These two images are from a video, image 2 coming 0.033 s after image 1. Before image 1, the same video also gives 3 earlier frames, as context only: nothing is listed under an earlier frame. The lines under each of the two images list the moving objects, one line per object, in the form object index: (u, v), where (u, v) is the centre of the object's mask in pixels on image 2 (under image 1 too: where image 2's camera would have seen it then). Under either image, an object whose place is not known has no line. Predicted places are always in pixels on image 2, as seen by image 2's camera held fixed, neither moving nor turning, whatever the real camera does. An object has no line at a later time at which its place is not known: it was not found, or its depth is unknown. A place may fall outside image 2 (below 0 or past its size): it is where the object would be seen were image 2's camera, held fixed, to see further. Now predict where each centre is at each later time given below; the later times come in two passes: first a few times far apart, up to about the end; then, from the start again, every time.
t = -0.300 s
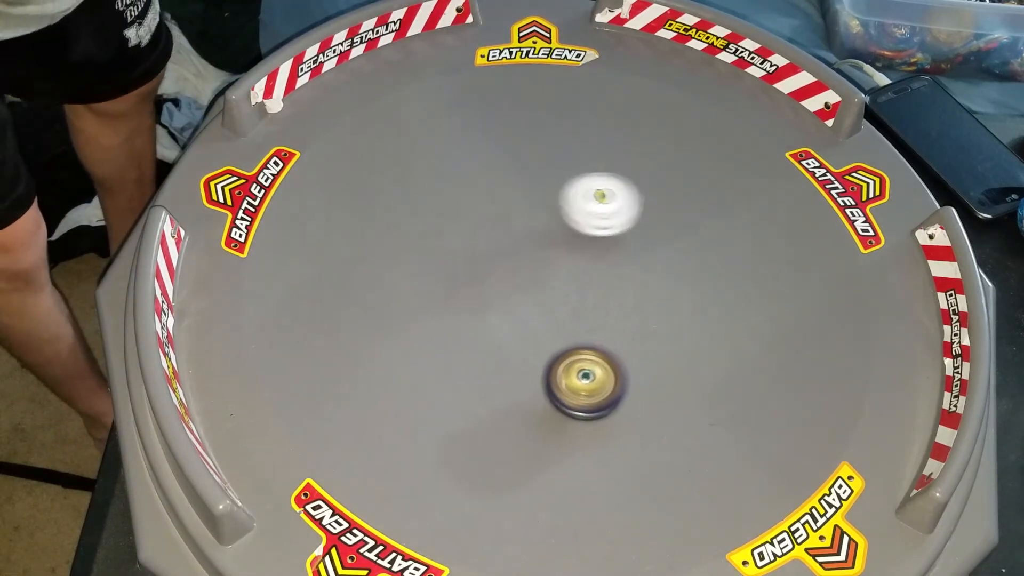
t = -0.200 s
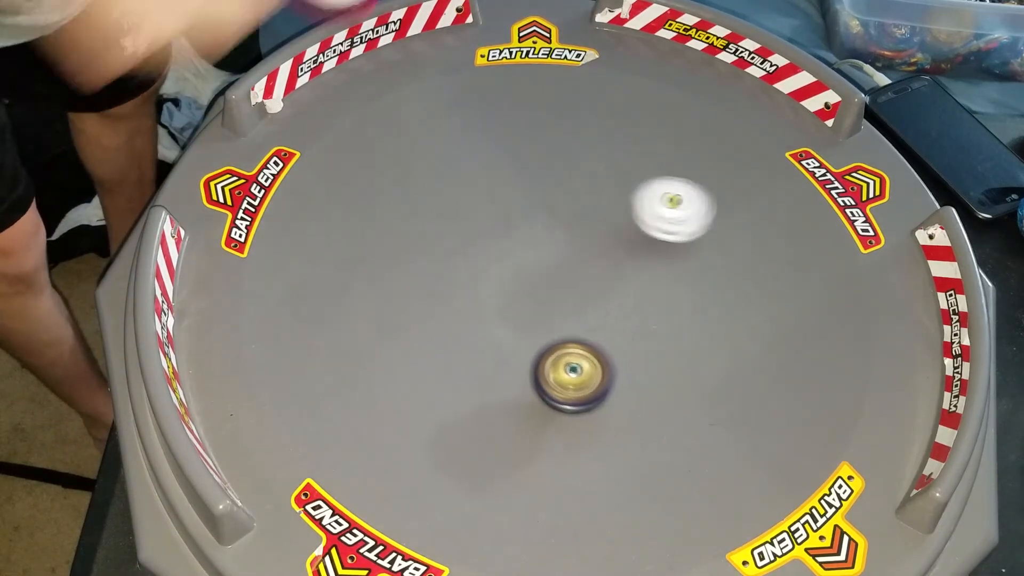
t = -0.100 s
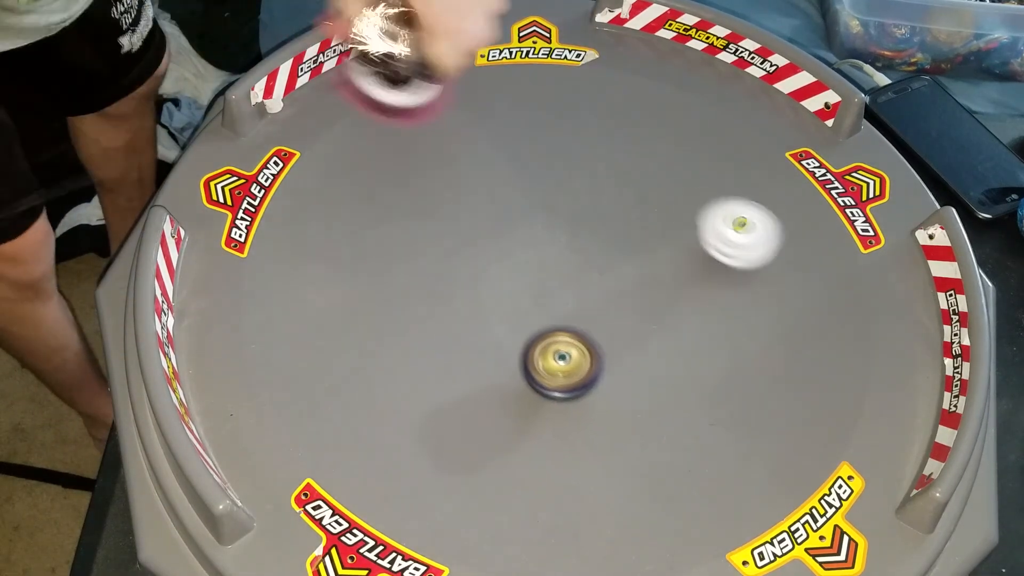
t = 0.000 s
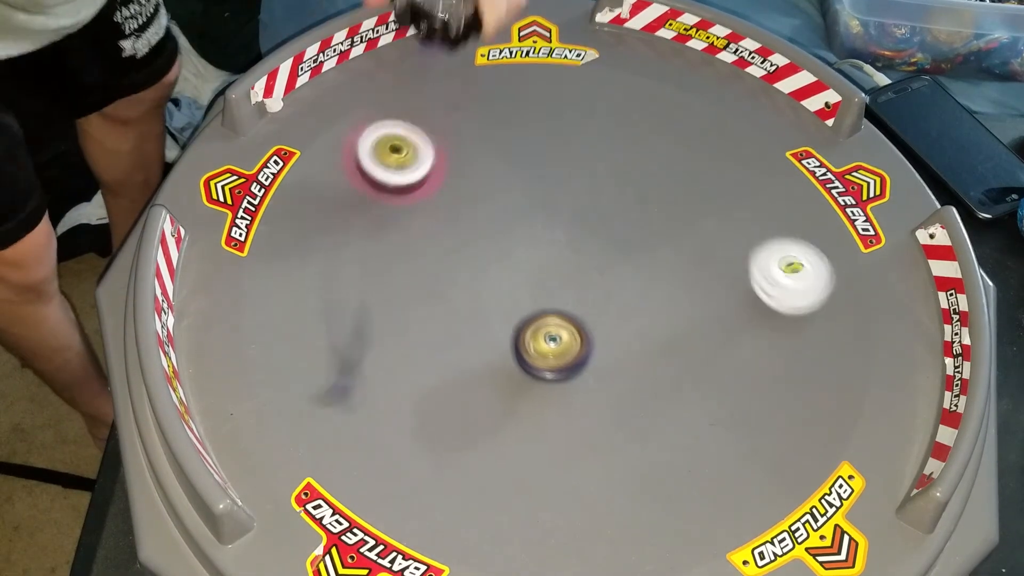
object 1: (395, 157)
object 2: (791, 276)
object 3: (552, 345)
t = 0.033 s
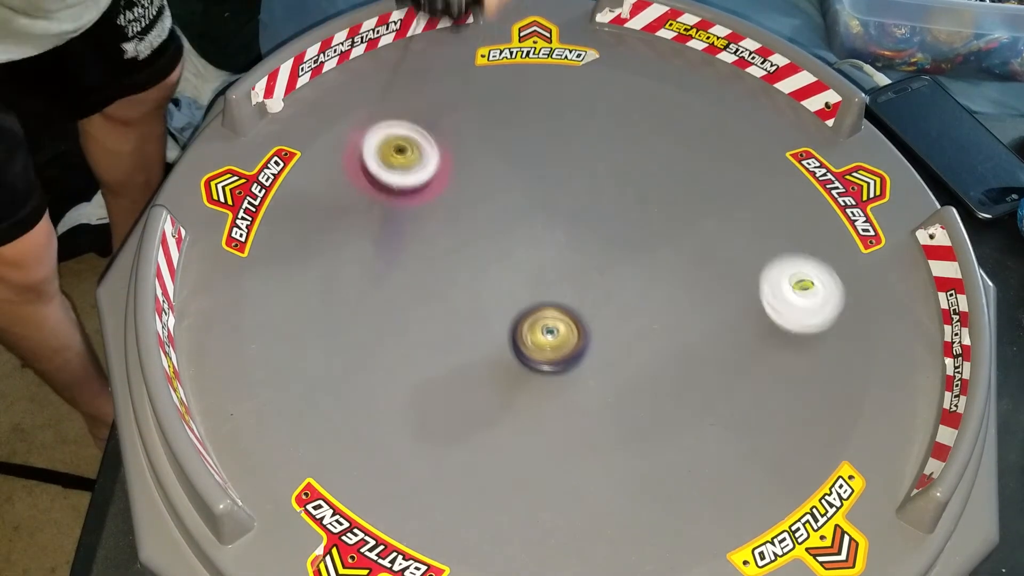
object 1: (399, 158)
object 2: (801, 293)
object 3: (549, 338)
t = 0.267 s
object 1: (460, 216)
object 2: (733, 416)
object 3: (540, 273)
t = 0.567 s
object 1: (479, 150)
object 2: (502, 352)
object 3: (574, 283)
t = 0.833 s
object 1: (468, 159)
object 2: (412, 219)
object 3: (572, 292)
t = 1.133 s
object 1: (604, 138)
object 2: (345, 136)
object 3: (552, 283)
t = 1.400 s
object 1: (608, 171)
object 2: (471, 145)
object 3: (549, 276)
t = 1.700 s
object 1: (603, 193)
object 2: (508, 239)
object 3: (589, 304)
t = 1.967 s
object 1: (645, 230)
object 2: (449, 268)
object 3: (592, 316)
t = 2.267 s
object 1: (696, 272)
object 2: (406, 279)
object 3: (543, 282)
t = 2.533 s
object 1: (700, 274)
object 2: (439, 278)
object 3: (528, 264)
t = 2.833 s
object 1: (651, 314)
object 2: (477, 338)
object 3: (563, 261)
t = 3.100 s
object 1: (617, 341)
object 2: (468, 386)
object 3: (557, 262)
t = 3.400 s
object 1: (586, 361)
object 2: (483, 361)
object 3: (553, 272)
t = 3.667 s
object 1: (594, 376)
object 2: (483, 303)
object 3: (554, 259)
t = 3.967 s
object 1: (574, 357)
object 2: (479, 274)
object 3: (567, 253)
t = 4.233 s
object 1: (568, 334)
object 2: (483, 278)
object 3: (570, 258)
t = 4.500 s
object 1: (578, 312)
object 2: (461, 310)
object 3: (583, 223)
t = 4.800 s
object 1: (581, 284)
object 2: (385, 344)
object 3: (597, 213)
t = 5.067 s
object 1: (574, 271)
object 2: (411, 312)
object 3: (596, 202)
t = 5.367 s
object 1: (570, 264)
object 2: (512, 310)
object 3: (586, 197)
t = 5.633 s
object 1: (569, 266)
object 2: (508, 318)
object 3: (571, 195)
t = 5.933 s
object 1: (568, 270)
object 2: (498, 305)
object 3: (547, 200)
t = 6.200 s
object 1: (570, 278)
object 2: (489, 272)
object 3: (524, 214)
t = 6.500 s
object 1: (591, 285)
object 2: (443, 279)
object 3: (518, 221)
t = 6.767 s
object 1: (589, 289)
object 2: (437, 286)
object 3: (515, 249)
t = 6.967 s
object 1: (586, 289)
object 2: (431, 313)
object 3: (510, 250)
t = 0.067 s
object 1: (405, 170)
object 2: (808, 312)
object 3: (546, 330)
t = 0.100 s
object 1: (411, 183)
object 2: (808, 332)
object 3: (544, 321)
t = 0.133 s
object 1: (420, 190)
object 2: (803, 352)
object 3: (543, 311)
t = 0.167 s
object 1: (431, 198)
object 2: (793, 372)
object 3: (541, 301)
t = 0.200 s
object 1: (441, 205)
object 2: (778, 390)
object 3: (540, 291)
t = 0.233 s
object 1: (450, 211)
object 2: (757, 405)
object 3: (540, 282)
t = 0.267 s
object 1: (460, 216)
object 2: (733, 416)
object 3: (540, 273)
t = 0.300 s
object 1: (467, 219)
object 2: (705, 422)
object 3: (541, 266)
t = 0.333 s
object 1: (470, 212)
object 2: (675, 425)
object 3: (545, 266)
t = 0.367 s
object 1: (471, 201)
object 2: (646, 423)
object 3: (550, 269)
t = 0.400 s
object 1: (474, 193)
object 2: (617, 418)
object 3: (555, 271)
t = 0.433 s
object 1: (476, 184)
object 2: (589, 409)
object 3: (560, 273)
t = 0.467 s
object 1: (479, 174)
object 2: (564, 398)
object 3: (564, 276)
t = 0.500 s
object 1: (481, 165)
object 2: (541, 385)
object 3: (568, 278)
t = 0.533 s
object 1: (480, 156)
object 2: (520, 369)
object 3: (571, 281)
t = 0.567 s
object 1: (479, 150)
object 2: (502, 352)
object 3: (574, 283)
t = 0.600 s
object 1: (476, 145)
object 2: (486, 335)
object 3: (576, 285)
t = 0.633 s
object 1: (471, 143)
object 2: (472, 317)
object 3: (577, 287)
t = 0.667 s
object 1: (466, 143)
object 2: (461, 299)
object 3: (578, 289)
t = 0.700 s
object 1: (461, 145)
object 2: (451, 280)
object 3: (578, 290)
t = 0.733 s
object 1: (456, 149)
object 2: (443, 262)
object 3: (577, 291)
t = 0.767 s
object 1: (453, 154)
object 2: (438, 243)
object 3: (576, 292)
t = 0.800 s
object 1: (454, 159)
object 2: (433, 226)
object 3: (574, 292)
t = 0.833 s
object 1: (468, 159)
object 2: (412, 219)
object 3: (572, 292)
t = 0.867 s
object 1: (490, 155)
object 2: (389, 215)
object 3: (569, 292)
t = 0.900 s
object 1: (510, 153)
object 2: (371, 210)
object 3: (567, 291)
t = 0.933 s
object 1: (529, 150)
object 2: (357, 202)
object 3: (564, 290)
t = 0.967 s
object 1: (545, 147)
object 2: (347, 193)
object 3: (562, 289)
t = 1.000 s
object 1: (560, 144)
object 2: (341, 182)
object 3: (559, 288)
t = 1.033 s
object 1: (575, 141)
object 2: (339, 170)
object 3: (557, 287)
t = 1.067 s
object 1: (586, 139)
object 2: (338, 158)
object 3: (555, 285)
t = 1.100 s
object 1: (595, 137)
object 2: (339, 147)
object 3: (554, 285)
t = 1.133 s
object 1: (604, 138)
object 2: (345, 136)
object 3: (552, 283)
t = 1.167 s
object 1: (612, 141)
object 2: (354, 126)
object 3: (552, 283)
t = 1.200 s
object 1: (616, 146)
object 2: (367, 120)
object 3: (551, 282)
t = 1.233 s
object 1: (619, 148)
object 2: (381, 116)
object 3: (550, 281)
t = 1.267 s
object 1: (619, 152)
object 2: (399, 115)
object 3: (550, 280)
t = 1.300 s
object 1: (618, 157)
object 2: (417, 118)
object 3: (550, 279)
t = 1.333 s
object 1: (616, 162)
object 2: (436, 124)
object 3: (549, 278)
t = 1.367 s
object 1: (613, 166)
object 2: (455, 134)
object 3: (549, 277)
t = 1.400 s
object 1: (608, 171)
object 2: (471, 145)
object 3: (549, 276)
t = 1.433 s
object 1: (606, 174)
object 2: (487, 159)
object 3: (549, 275)
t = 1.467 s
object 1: (604, 176)
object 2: (500, 174)
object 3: (549, 274)
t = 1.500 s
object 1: (602, 179)
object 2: (511, 190)
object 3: (549, 273)
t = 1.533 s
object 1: (599, 183)
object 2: (519, 205)
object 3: (549, 272)
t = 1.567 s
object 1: (600, 184)
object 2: (521, 215)
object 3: (554, 277)
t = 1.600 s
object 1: (598, 188)
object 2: (521, 224)
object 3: (561, 282)
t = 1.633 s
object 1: (598, 190)
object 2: (517, 230)
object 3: (572, 289)
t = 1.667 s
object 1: (600, 192)
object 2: (512, 234)
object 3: (581, 297)
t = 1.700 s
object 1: (603, 193)
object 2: (508, 239)
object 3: (589, 304)
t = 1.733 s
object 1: (604, 196)
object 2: (502, 243)
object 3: (595, 309)
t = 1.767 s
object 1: (607, 200)
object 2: (496, 247)
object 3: (599, 313)
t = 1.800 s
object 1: (611, 203)
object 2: (490, 251)
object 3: (601, 315)
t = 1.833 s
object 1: (617, 206)
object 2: (483, 255)
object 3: (601, 318)
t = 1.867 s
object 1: (622, 210)
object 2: (475, 258)
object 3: (601, 319)
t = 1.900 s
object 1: (629, 215)
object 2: (466, 261)
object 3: (599, 319)
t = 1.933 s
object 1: (635, 222)
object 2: (457, 264)
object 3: (596, 318)
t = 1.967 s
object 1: (645, 230)
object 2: (449, 268)
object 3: (592, 316)
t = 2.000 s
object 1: (658, 237)
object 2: (442, 271)
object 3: (588, 315)
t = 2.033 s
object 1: (670, 246)
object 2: (435, 275)
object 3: (583, 312)
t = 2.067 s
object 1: (682, 253)
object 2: (428, 278)
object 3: (577, 309)
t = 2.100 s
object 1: (690, 258)
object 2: (422, 280)
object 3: (571, 305)
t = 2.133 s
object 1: (697, 264)
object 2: (416, 281)
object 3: (565, 301)
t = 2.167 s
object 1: (701, 267)
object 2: (411, 282)
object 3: (559, 296)
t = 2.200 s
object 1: (700, 270)
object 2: (409, 281)
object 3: (553, 291)
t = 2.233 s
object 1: (697, 272)
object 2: (407, 280)
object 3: (548, 286)
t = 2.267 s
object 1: (696, 272)
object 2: (406, 279)
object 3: (543, 282)
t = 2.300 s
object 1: (696, 273)
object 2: (406, 278)
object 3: (539, 277)
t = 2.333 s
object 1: (696, 273)
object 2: (408, 276)
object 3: (535, 274)
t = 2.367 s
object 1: (698, 273)
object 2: (410, 275)
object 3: (532, 271)
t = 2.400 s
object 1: (699, 274)
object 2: (414, 275)
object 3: (529, 269)
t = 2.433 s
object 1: (698, 273)
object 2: (419, 275)
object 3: (528, 267)
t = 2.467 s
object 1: (701, 273)
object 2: (424, 275)
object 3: (527, 265)
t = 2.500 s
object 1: (702, 273)
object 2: (431, 276)
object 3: (527, 264)
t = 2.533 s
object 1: (700, 274)
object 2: (439, 278)
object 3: (528, 264)
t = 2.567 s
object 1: (700, 277)
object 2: (448, 282)
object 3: (530, 263)
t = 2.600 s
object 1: (700, 281)
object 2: (457, 286)
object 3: (532, 264)
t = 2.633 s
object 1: (697, 286)
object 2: (466, 289)
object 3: (535, 265)
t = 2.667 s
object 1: (691, 292)
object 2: (471, 296)
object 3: (540, 264)
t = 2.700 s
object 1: (683, 298)
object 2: (473, 305)
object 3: (546, 262)
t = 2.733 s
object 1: (677, 303)
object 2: (475, 313)
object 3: (551, 261)
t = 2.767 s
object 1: (667, 308)
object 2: (476, 320)
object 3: (556, 260)
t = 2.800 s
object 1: (658, 312)
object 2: (477, 329)
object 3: (560, 260)
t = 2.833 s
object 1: (651, 314)
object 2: (477, 338)
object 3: (563, 261)
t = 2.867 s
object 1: (646, 315)
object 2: (478, 347)
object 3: (566, 262)
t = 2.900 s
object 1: (639, 316)
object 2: (478, 356)
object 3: (568, 263)
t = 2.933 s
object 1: (635, 317)
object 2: (478, 365)
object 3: (568, 263)
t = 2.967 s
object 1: (633, 320)
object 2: (477, 372)
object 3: (566, 261)
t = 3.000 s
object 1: (632, 325)
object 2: (476, 378)
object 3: (564, 261)
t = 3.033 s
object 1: (628, 331)
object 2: (474, 382)
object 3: (562, 260)
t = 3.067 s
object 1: (623, 336)
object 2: (471, 385)
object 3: (559, 261)
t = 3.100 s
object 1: (617, 341)
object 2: (468, 386)
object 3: (557, 262)
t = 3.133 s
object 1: (612, 347)
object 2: (466, 386)
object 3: (556, 263)
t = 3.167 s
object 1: (605, 348)
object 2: (465, 384)
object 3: (555, 265)
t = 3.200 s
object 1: (599, 352)
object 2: (465, 382)
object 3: (554, 266)
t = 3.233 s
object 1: (595, 353)
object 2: (465, 380)
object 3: (553, 268)
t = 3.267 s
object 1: (590, 355)
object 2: (467, 377)
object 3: (553, 269)
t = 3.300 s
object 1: (588, 356)
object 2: (469, 373)
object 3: (553, 270)
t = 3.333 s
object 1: (588, 358)
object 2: (473, 369)
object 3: (553, 271)
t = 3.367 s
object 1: (587, 359)
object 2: (477, 365)
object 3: (553, 272)
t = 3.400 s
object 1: (586, 361)
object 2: (483, 361)
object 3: (553, 272)
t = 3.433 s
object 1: (586, 362)
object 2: (490, 357)
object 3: (553, 272)
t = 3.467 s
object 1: (587, 364)
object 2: (496, 352)
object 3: (553, 273)
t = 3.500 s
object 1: (590, 369)
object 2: (496, 342)
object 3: (552, 273)
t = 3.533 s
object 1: (593, 372)
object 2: (494, 331)
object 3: (552, 273)
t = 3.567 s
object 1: (595, 374)
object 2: (493, 318)
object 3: (552, 273)
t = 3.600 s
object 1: (595, 375)
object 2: (491, 310)
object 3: (552, 270)
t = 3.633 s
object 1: (594, 375)
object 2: (487, 307)
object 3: (553, 265)
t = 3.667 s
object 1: (594, 376)
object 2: (483, 303)
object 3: (554, 259)
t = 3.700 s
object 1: (592, 375)
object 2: (480, 299)
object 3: (555, 255)
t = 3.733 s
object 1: (591, 374)
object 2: (478, 295)
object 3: (556, 253)
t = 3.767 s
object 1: (587, 372)
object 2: (476, 291)
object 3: (556, 252)
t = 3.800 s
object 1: (585, 370)
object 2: (477, 286)
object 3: (557, 251)
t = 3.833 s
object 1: (582, 368)
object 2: (479, 282)
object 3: (557, 252)
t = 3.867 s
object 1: (581, 365)
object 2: (482, 278)
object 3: (558, 253)
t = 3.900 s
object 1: (578, 363)
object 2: (485, 274)
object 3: (558, 254)
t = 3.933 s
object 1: (576, 360)
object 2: (482, 274)
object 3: (563, 253)
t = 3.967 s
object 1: (574, 357)
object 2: (479, 274)
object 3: (567, 253)
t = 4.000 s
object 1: (573, 354)
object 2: (477, 274)
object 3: (570, 253)
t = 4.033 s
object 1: (571, 350)
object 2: (476, 275)
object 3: (572, 254)
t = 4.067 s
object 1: (571, 346)
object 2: (476, 275)
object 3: (573, 255)
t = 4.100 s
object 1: (569, 344)
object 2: (476, 275)
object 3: (574, 257)
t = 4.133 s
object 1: (568, 340)
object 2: (477, 276)
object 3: (573, 260)
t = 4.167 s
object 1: (568, 337)
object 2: (478, 276)
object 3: (572, 261)
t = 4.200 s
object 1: (567, 335)
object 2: (480, 277)
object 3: (571, 261)
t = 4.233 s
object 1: (568, 334)
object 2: (483, 278)
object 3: (570, 258)
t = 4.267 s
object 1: (569, 332)
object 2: (487, 279)
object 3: (568, 255)
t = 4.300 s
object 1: (569, 329)
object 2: (490, 280)
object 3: (567, 253)
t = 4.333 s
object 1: (571, 326)
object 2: (494, 281)
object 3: (565, 251)
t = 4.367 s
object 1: (572, 324)
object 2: (498, 281)
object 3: (564, 249)
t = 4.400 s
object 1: (574, 321)
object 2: (490, 288)
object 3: (569, 241)
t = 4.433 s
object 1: (576, 318)
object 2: (480, 295)
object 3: (575, 233)
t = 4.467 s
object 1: (577, 315)
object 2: (471, 302)
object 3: (580, 227)
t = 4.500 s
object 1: (578, 312)
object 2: (461, 310)
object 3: (583, 223)
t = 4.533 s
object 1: (580, 308)
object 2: (452, 317)
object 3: (587, 221)
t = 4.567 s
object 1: (581, 304)
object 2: (443, 325)
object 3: (589, 219)
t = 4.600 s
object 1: (582, 301)
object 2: (433, 332)
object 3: (591, 219)
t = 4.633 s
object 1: (582, 297)
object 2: (424, 337)
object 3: (592, 219)
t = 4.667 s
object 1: (583, 293)
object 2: (415, 341)
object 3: (593, 219)
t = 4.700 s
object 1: (583, 290)
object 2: (406, 344)
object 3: (594, 219)
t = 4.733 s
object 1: (583, 288)
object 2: (398, 346)
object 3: (595, 218)
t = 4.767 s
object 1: (582, 286)
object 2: (390, 345)
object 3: (596, 216)
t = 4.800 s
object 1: (581, 284)
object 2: (385, 344)
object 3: (597, 213)
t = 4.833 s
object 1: (581, 282)
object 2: (382, 341)
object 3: (598, 211)
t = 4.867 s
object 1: (580, 280)
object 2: (380, 338)
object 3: (598, 209)
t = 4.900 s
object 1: (580, 278)
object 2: (380, 334)
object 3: (598, 208)
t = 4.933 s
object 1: (579, 276)
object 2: (381, 330)
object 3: (598, 207)
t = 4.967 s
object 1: (578, 275)
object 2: (385, 325)
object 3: (597, 206)
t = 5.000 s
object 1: (577, 274)
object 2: (392, 320)
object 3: (597, 205)
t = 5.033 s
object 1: (575, 273)
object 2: (401, 316)
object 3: (596, 203)
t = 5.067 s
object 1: (574, 271)
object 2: (411, 312)
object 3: (596, 202)
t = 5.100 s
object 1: (573, 270)
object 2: (422, 310)
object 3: (595, 201)
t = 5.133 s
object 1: (572, 269)
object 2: (434, 308)
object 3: (594, 200)
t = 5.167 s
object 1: (571, 269)
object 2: (447, 308)
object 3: (593, 200)
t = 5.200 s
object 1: (570, 268)
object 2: (460, 309)
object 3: (592, 199)
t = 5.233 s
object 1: (569, 267)
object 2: (473, 309)
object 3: (591, 198)
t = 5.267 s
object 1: (568, 267)
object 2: (487, 309)
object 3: (590, 198)
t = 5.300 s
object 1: (567, 266)
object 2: (500, 309)
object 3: (589, 198)
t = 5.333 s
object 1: (568, 265)
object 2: (512, 309)
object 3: (587, 198)
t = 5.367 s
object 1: (570, 264)
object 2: (512, 310)
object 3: (586, 197)
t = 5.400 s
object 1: (571, 265)
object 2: (510, 312)
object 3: (584, 195)
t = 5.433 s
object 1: (571, 266)
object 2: (508, 314)
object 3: (582, 194)
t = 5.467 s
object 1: (571, 266)
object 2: (506, 316)
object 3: (581, 194)
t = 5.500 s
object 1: (571, 266)
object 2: (506, 317)
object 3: (579, 193)
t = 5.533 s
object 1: (570, 266)
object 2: (505, 318)
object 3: (577, 193)
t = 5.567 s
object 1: (570, 266)
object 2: (505, 318)
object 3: (575, 193)
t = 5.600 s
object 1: (570, 266)
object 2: (507, 319)
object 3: (573, 194)
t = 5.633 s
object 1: (569, 266)
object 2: (508, 318)
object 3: (571, 195)
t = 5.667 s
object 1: (569, 266)
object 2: (510, 317)
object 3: (569, 195)
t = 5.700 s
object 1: (569, 266)
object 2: (512, 315)
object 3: (567, 195)
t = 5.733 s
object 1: (569, 266)
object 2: (514, 313)
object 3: (564, 196)
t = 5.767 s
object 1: (569, 267)
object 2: (511, 312)
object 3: (561, 196)
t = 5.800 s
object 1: (569, 268)
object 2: (507, 311)
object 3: (559, 197)
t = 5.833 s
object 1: (569, 269)
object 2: (503, 311)
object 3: (555, 197)
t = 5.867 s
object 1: (568, 269)
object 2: (500, 310)
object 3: (553, 198)
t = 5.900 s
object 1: (568, 270)
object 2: (499, 308)
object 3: (550, 198)
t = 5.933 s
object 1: (568, 270)
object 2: (498, 305)
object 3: (547, 200)
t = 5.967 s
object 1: (568, 271)
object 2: (498, 302)
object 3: (544, 202)
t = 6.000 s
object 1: (568, 272)
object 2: (498, 299)
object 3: (542, 204)
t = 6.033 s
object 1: (569, 273)
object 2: (495, 295)
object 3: (539, 205)
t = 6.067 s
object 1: (570, 274)
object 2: (492, 291)
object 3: (536, 207)
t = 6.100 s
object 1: (570, 275)
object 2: (490, 286)
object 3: (533, 208)
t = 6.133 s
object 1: (569, 275)
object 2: (489, 282)
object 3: (530, 210)
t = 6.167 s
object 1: (569, 276)
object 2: (490, 277)
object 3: (527, 213)
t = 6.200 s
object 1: (570, 278)
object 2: (489, 272)
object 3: (524, 214)
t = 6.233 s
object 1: (578, 281)
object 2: (481, 271)
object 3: (522, 214)
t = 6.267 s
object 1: (583, 282)
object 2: (474, 271)
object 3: (521, 212)
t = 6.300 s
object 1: (586, 282)
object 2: (467, 272)
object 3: (520, 212)
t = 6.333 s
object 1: (587, 283)
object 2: (461, 273)
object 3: (520, 212)
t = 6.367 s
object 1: (588, 283)
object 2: (457, 274)
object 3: (519, 213)
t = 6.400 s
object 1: (589, 283)
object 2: (452, 275)
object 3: (518, 214)
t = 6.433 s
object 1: (590, 284)
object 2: (449, 277)
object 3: (518, 216)
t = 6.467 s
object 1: (590, 284)
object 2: (446, 278)
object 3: (518, 218)
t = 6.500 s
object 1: (591, 285)
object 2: (443, 279)
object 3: (518, 221)
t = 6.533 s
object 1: (591, 285)
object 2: (440, 281)
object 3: (518, 224)
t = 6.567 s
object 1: (591, 285)
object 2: (438, 282)
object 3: (519, 228)
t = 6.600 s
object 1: (591, 286)
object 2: (436, 283)
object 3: (519, 232)
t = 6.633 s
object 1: (590, 286)
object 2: (435, 284)
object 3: (520, 236)
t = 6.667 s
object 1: (589, 287)
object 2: (435, 284)
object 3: (522, 240)
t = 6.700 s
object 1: (589, 287)
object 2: (435, 285)
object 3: (522, 244)
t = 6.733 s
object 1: (590, 288)
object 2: (436, 285)
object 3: (519, 247)
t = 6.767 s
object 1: (589, 289)
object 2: (437, 286)
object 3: (515, 249)
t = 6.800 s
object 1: (589, 289)
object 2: (439, 286)
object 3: (512, 252)
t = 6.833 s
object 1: (588, 289)
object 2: (441, 287)
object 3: (510, 254)
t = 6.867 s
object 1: (587, 289)
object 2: (441, 290)
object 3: (509, 255)
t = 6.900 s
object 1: (586, 289)
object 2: (437, 298)
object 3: (511, 253)
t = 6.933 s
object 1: (586, 289)
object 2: (434, 306)
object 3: (511, 251)
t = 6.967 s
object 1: (586, 289)
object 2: (431, 313)
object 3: (510, 250)
